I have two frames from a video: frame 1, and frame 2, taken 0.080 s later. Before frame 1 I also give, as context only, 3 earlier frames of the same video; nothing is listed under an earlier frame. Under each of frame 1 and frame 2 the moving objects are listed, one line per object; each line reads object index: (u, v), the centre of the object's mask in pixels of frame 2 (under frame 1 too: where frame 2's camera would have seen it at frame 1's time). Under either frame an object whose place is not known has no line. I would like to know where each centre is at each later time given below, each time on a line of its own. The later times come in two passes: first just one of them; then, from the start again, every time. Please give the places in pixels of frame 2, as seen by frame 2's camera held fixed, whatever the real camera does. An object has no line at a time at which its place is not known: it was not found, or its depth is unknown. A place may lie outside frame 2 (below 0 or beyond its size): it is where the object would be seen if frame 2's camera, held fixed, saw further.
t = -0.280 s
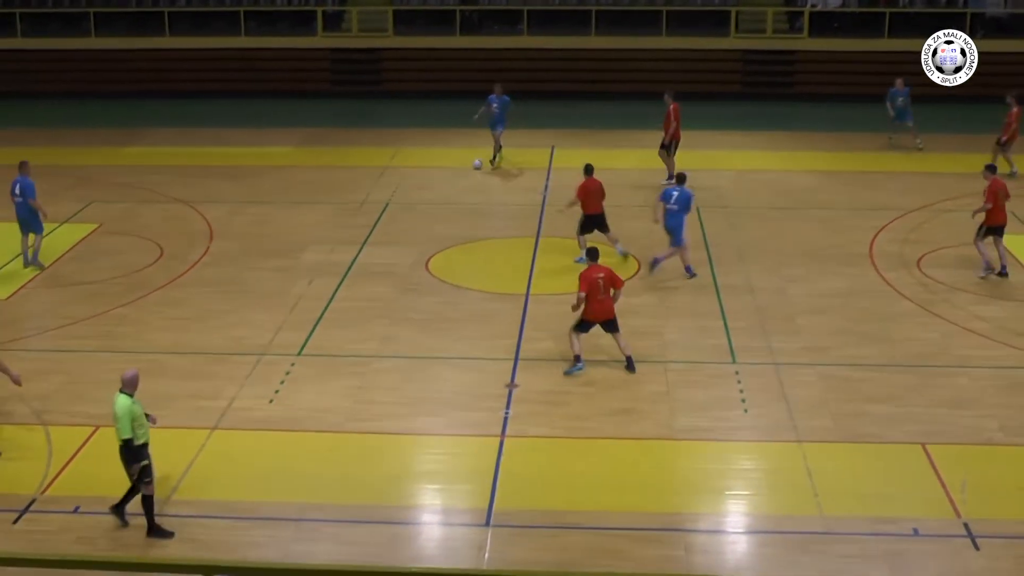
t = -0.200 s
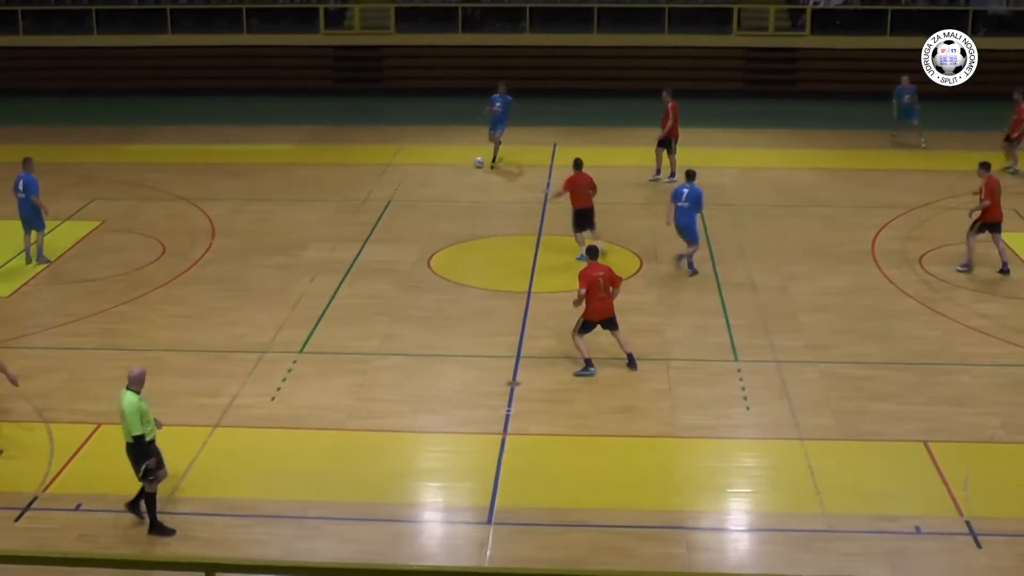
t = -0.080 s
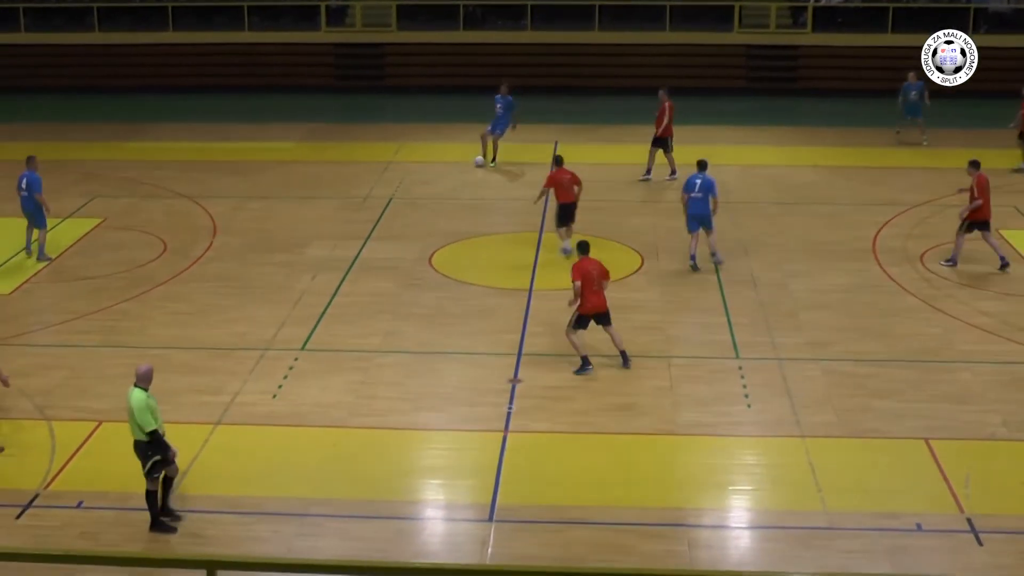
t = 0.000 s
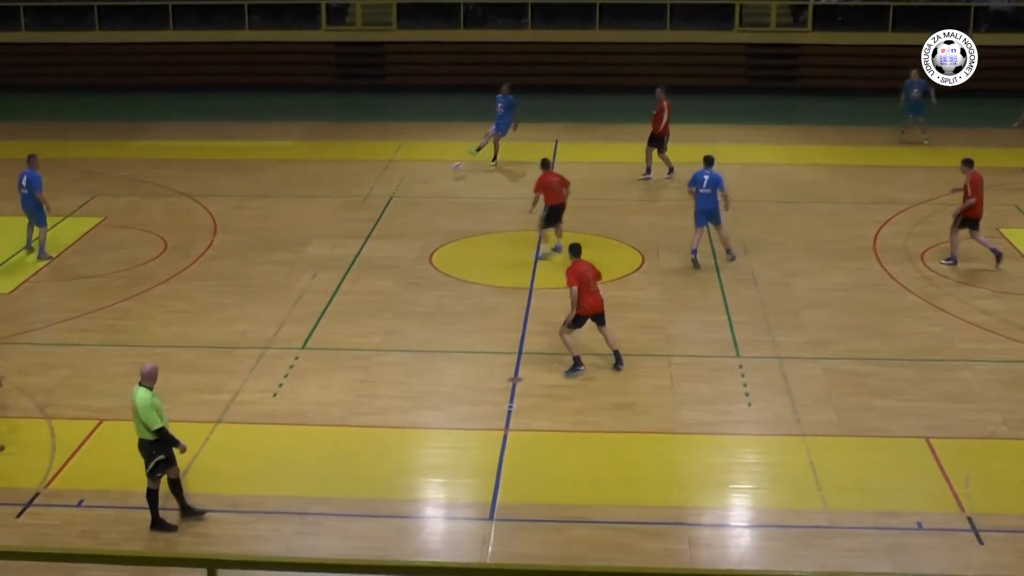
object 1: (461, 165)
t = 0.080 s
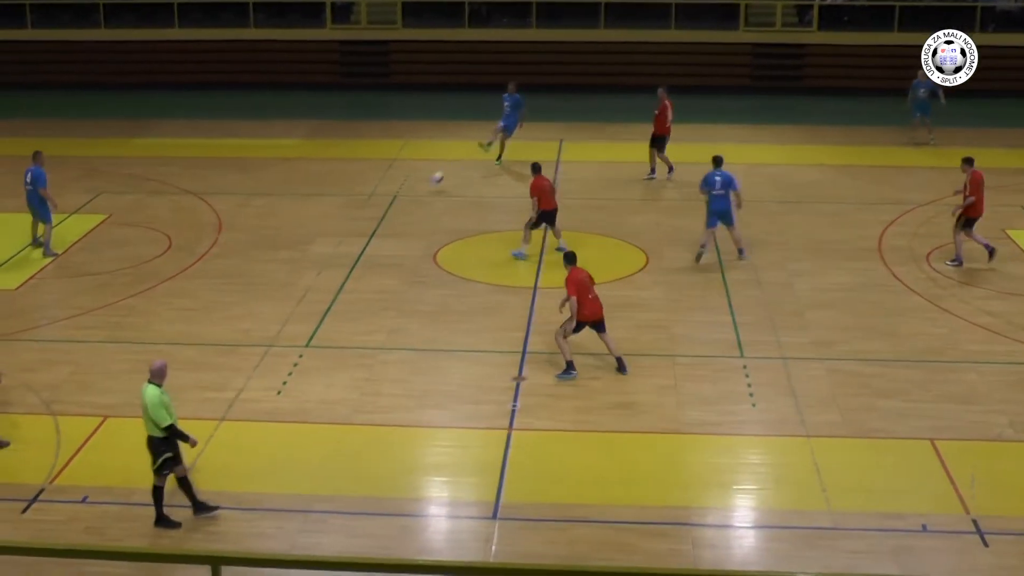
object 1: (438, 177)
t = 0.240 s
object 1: (387, 217)
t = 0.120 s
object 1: (425, 185)
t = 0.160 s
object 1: (413, 195)
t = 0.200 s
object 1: (400, 205)
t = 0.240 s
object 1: (387, 217)
